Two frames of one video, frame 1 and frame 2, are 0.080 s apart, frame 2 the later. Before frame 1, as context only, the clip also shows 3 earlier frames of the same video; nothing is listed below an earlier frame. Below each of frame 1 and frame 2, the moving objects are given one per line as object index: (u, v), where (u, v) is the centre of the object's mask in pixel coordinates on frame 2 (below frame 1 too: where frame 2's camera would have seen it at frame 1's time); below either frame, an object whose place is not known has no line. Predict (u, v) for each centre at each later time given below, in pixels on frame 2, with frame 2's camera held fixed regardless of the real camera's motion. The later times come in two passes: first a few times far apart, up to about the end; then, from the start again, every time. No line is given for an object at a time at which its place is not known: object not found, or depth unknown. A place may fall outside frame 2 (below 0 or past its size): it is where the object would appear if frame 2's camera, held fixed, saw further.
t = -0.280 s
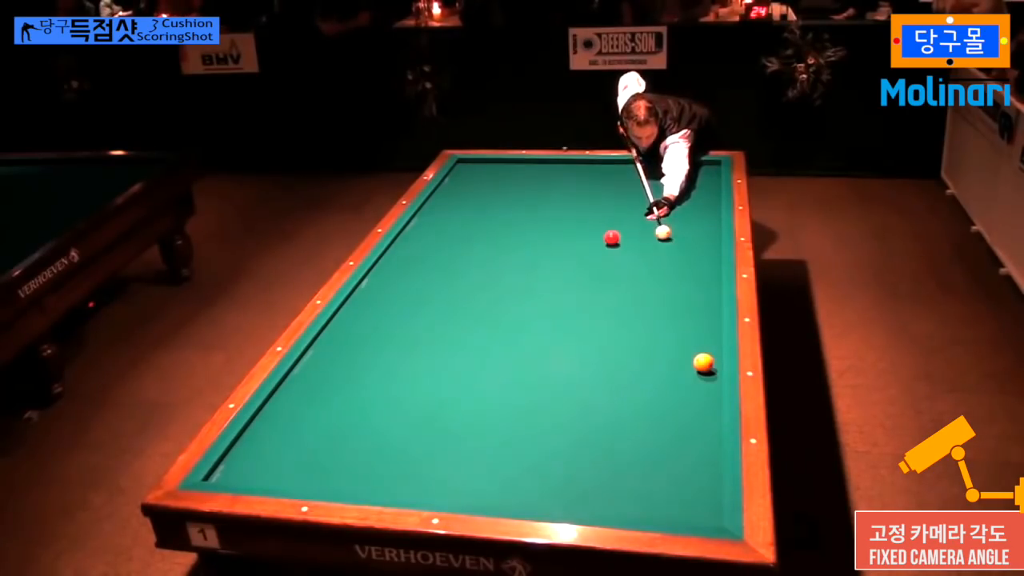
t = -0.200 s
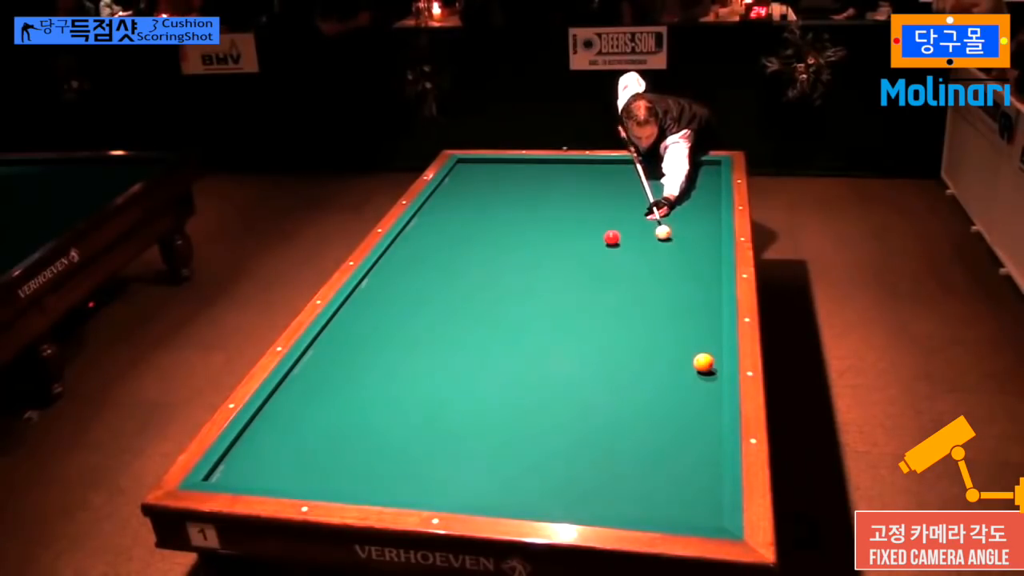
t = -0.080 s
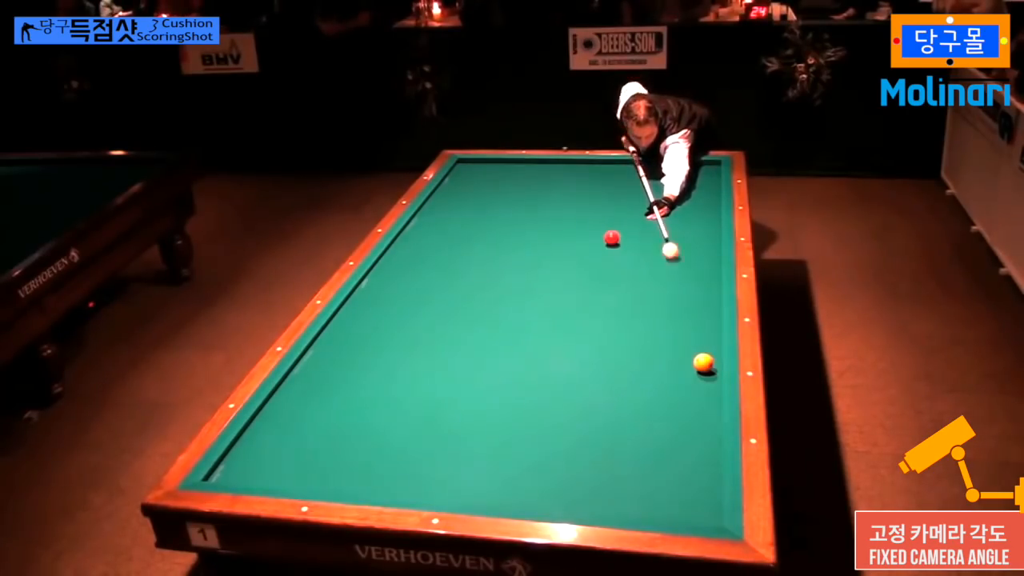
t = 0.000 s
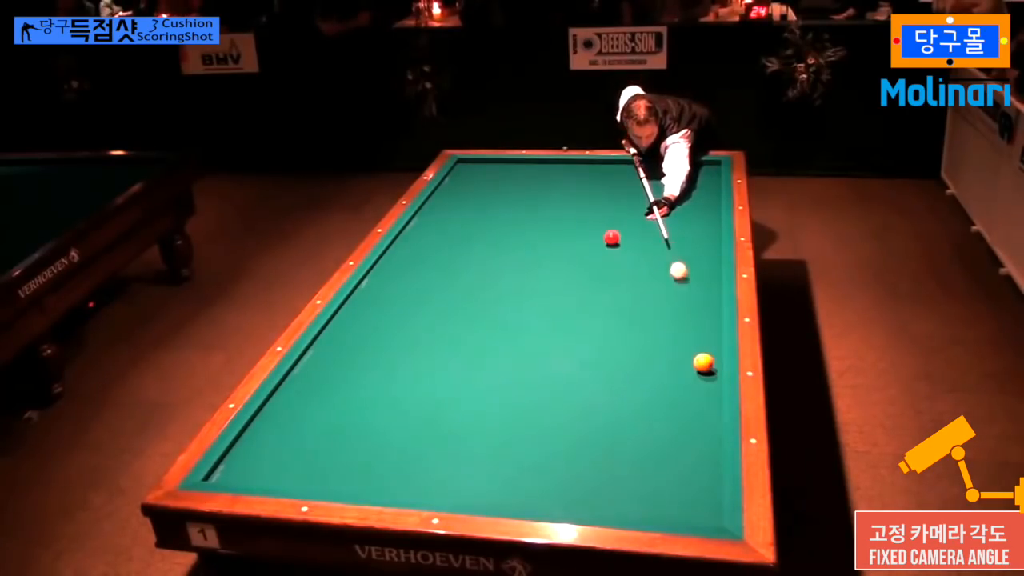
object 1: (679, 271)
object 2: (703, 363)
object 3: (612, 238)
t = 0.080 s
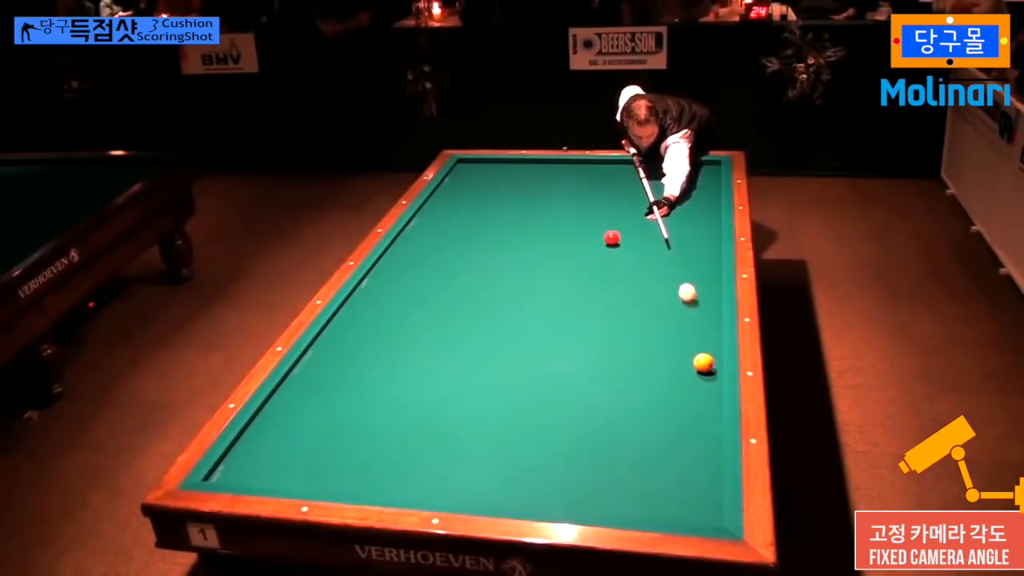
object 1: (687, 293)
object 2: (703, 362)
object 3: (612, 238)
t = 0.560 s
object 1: (630, 377)
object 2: (633, 434)
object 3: (612, 238)
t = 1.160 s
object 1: (463, 459)
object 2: (546, 454)
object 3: (612, 238)
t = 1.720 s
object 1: (341, 449)
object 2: (516, 386)
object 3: (612, 238)
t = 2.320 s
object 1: (287, 393)
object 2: (491, 332)
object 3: (612, 238)
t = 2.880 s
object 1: (367, 356)
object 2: (472, 292)
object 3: (612, 238)
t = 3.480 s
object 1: (440, 322)
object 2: (457, 258)
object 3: (612, 238)
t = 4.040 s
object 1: (496, 295)
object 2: (445, 232)
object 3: (612, 238)
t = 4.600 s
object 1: (545, 273)
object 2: (435, 211)
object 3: (612, 238)
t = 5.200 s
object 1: (590, 251)
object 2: (442, 193)
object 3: (612, 238)
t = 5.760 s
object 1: (618, 243)
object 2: (461, 180)
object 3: (619, 230)
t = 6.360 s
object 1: (639, 242)
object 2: (479, 168)
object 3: (628, 219)
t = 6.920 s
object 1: (655, 240)
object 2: (492, 161)
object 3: (635, 211)
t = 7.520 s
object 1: (668, 239)
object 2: (496, 167)
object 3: (641, 204)
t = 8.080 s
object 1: (676, 238)
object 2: (500, 171)
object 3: (646, 198)
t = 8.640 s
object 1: (681, 238)
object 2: (503, 174)
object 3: (650, 194)
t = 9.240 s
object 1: (683, 237)
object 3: (653, 190)
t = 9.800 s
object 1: (683, 237)
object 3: (655, 187)
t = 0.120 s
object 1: (692, 305)
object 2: (703, 363)
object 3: (612, 238)
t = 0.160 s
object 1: (697, 318)
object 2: (703, 363)
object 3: (612, 238)
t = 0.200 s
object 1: (702, 330)
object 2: (703, 362)
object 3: (612, 238)
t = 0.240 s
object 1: (708, 344)
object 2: (703, 362)
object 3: (612, 238)
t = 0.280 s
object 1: (713, 354)
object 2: (701, 366)
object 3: (612, 238)
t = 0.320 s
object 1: (699, 357)
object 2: (690, 375)
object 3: (612, 238)
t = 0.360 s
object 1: (687, 359)
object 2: (681, 385)
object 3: (612, 238)
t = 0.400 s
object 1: (674, 362)
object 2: (671, 395)
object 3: (612, 238)
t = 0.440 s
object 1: (663, 365)
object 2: (662, 406)
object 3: (612, 238)
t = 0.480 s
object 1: (651, 368)
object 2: (652, 415)
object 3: (612, 238)
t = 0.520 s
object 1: (640, 372)
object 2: (643, 425)
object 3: (612, 238)
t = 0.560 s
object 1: (630, 377)
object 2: (633, 434)
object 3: (612, 238)
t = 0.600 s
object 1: (619, 381)
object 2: (625, 444)
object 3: (612, 238)
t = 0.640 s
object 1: (609, 386)
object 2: (615, 453)
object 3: (612, 238)
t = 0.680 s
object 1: (599, 391)
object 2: (607, 463)
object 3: (612, 238)
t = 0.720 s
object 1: (588, 396)
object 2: (597, 472)
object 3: (612, 238)
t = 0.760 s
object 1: (577, 401)
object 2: (588, 482)
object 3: (612, 238)
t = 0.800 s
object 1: (567, 407)
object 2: (578, 493)
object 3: (612, 238)
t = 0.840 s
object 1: (556, 413)
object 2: (568, 501)
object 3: (612, 238)
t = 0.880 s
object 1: (545, 418)
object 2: (562, 501)
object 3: (612, 238)
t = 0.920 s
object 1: (533, 423)
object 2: (561, 493)
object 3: (612, 238)
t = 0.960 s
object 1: (522, 429)
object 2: (559, 485)
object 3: (612, 238)
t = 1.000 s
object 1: (511, 435)
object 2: (556, 478)
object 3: (612, 238)
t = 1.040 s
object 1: (499, 441)
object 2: (553, 471)
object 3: (612, 238)
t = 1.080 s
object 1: (487, 447)
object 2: (551, 464)
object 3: (612, 238)
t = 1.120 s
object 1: (475, 453)
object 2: (549, 459)
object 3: (612, 238)
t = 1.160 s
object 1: (463, 459)
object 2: (546, 454)
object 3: (612, 238)
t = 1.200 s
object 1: (450, 465)
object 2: (543, 448)
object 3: (612, 238)
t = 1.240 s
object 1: (438, 471)
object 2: (541, 443)
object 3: (612, 238)
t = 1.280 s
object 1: (425, 477)
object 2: (538, 438)
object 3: (612, 238)
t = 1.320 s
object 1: (412, 484)
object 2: (536, 432)
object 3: (612, 238)
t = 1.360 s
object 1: (398, 489)
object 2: (534, 427)
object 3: (612, 238)
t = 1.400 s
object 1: (390, 487)
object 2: (532, 422)
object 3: (612, 238)
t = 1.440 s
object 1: (384, 482)
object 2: (529, 417)
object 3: (612, 238)
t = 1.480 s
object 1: (378, 476)
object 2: (528, 413)
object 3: (612, 238)
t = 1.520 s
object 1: (371, 471)
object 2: (525, 408)
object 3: (612, 238)
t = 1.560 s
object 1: (365, 466)
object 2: (523, 403)
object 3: (612, 238)
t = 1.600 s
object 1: (359, 462)
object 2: (521, 399)
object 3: (612, 238)
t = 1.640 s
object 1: (353, 457)
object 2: (519, 394)
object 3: (612, 238)
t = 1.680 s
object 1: (347, 453)
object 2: (517, 390)
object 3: (612, 238)
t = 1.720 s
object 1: (341, 449)
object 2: (516, 386)
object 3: (612, 238)
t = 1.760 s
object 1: (336, 444)
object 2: (514, 382)
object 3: (612, 238)
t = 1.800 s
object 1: (331, 440)
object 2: (512, 378)
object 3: (612, 238)
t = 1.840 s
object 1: (325, 436)
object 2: (510, 374)
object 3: (612, 238)
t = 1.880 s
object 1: (320, 432)
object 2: (508, 370)
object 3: (612, 238)
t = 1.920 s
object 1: (315, 428)
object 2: (507, 366)
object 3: (612, 238)
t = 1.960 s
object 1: (310, 424)
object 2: (505, 362)
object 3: (612, 238)
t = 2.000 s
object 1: (305, 421)
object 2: (503, 359)
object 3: (612, 238)
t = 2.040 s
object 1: (300, 417)
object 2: (502, 355)
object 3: (612, 238)
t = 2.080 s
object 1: (295, 413)
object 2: (500, 352)
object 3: (612, 238)
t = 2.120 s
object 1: (290, 409)
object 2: (498, 348)
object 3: (612, 238)
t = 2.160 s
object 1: (286, 406)
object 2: (497, 345)
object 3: (612, 238)
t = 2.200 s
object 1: (281, 402)
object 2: (495, 341)
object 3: (612, 238)
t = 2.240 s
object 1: (277, 399)
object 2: (494, 338)
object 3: (612, 238)
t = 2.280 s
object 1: (280, 396)
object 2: (492, 335)
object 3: (612, 238)
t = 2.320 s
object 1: (287, 393)
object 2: (491, 332)
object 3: (612, 238)
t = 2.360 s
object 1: (293, 390)
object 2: (489, 329)
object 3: (612, 238)
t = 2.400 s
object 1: (300, 387)
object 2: (488, 326)
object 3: (612, 238)
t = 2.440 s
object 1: (306, 384)
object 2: (486, 322)
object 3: (612, 238)
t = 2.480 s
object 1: (311, 382)
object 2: (485, 320)
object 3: (612, 238)
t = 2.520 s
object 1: (317, 379)
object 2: (484, 316)
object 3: (612, 238)
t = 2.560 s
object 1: (323, 376)
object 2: (482, 314)
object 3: (612, 238)
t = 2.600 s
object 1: (329, 373)
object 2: (481, 311)
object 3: (612, 238)
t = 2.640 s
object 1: (334, 371)
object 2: (480, 308)
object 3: (612, 238)
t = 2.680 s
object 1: (340, 368)
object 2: (479, 305)
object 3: (612, 238)
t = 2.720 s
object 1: (345, 366)
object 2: (477, 302)
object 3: (612, 238)
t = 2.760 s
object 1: (351, 363)
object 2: (476, 300)
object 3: (612, 238)
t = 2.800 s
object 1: (356, 360)
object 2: (475, 297)
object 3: (612, 238)
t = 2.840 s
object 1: (362, 358)
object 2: (474, 295)
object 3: (612, 238)
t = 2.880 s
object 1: (367, 356)
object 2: (472, 292)
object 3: (612, 238)
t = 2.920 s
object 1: (372, 353)
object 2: (471, 290)
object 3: (612, 238)
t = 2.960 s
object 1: (377, 351)
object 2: (470, 287)
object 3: (612, 238)
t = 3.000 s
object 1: (382, 348)
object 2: (469, 285)
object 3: (612, 238)
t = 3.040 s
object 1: (387, 346)
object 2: (468, 282)
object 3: (612, 238)
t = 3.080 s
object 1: (392, 344)
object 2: (467, 280)
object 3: (612, 238)
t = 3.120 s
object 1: (397, 342)
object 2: (466, 278)
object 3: (612, 238)
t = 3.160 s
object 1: (402, 339)
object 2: (465, 275)
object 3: (612, 238)
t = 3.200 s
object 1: (407, 337)
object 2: (463, 273)
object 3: (612, 238)
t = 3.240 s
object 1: (412, 335)
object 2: (463, 271)
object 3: (612, 238)
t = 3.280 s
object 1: (417, 333)
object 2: (462, 269)
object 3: (612, 238)
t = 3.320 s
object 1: (421, 330)
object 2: (461, 267)
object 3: (612, 238)
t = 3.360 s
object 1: (426, 328)
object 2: (460, 265)
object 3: (612, 238)
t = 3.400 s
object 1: (431, 326)
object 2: (459, 263)
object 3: (612, 238)
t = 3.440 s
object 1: (435, 324)
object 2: (458, 260)
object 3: (612, 238)
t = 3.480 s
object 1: (440, 322)
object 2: (457, 258)
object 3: (612, 238)
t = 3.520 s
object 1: (444, 320)
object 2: (456, 256)
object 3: (612, 238)
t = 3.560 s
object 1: (448, 318)
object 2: (455, 254)
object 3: (612, 238)
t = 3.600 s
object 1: (452, 316)
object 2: (454, 252)
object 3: (612, 238)
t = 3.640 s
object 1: (457, 314)
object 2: (453, 250)
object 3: (612, 238)
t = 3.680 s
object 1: (461, 312)
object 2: (452, 248)
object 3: (612, 238)
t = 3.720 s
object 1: (465, 310)
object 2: (452, 246)
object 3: (612, 238)
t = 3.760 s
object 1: (469, 308)
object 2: (451, 245)
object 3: (612, 238)
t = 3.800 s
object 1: (473, 306)
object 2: (450, 243)
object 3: (612, 238)
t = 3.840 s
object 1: (477, 304)
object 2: (449, 241)
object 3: (612, 238)
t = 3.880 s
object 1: (481, 303)
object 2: (448, 239)
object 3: (612, 238)
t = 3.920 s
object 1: (485, 301)
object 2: (447, 238)
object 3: (612, 238)
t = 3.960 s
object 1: (489, 299)
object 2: (446, 236)
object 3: (612, 238)
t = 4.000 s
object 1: (492, 297)
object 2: (446, 234)
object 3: (612, 238)
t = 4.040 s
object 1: (496, 295)
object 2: (445, 232)
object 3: (612, 238)
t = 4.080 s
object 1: (500, 294)
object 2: (444, 231)
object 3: (612, 238)
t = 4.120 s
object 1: (503, 292)
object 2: (444, 229)
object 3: (612, 238)
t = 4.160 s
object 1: (507, 290)
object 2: (443, 227)
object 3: (612, 238)
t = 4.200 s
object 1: (511, 288)
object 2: (442, 226)
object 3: (612, 238)
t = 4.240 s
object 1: (514, 287)
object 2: (442, 224)
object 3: (612, 238)
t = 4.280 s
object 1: (518, 285)
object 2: (441, 222)
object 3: (612, 238)
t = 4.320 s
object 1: (521, 283)
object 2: (440, 221)
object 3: (612, 238)
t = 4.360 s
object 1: (525, 282)
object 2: (439, 219)
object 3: (612, 238)
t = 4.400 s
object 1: (528, 280)
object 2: (439, 218)
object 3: (612, 238)
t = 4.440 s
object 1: (532, 279)
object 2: (438, 216)
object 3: (612, 238)
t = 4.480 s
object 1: (535, 277)
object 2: (437, 215)
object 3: (612, 238)
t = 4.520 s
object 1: (538, 276)
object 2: (437, 213)
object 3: (612, 238)
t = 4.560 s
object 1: (541, 274)
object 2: (436, 212)
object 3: (612, 238)
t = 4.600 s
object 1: (545, 273)
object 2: (435, 211)
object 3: (612, 238)
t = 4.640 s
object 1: (548, 271)
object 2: (435, 209)
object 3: (612, 238)
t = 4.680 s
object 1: (551, 270)
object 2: (434, 208)
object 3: (612, 238)
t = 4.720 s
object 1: (554, 268)
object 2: (434, 207)
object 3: (612, 238)
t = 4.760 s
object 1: (557, 266)
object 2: (433, 205)
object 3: (612, 238)
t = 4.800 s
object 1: (560, 265)
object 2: (432, 204)
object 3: (612, 238)
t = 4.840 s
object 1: (564, 264)
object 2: (432, 203)
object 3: (612, 238)
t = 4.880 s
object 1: (567, 262)
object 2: (431, 201)
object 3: (612, 238)
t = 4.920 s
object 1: (569, 261)
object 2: (431, 200)
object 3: (612, 238)
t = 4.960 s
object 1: (572, 259)
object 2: (432, 199)
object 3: (612, 238)
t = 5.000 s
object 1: (575, 258)
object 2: (434, 198)
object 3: (612, 238)
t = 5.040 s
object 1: (578, 257)
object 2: (436, 197)
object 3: (612, 238)
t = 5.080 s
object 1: (581, 256)
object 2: (437, 196)
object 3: (612, 238)
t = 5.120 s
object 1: (584, 254)
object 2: (439, 195)
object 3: (612, 238)
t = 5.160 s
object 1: (587, 253)
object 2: (440, 194)
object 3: (612, 238)
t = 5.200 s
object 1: (590, 251)
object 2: (442, 193)
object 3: (612, 238)
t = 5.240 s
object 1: (592, 250)
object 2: (443, 192)
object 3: (612, 238)
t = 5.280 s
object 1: (595, 249)
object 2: (445, 191)
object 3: (612, 238)
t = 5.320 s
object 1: (598, 248)
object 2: (446, 190)
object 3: (612, 238)
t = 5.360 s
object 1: (600, 246)
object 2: (447, 189)
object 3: (613, 238)
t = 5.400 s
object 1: (603, 245)
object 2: (449, 188)
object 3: (613, 237)
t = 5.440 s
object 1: (605, 244)
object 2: (451, 187)
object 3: (614, 236)
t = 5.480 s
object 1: (607, 244)
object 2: (452, 186)
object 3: (615, 235)
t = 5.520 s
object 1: (609, 244)
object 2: (453, 185)
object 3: (616, 234)
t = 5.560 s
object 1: (610, 244)
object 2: (455, 184)
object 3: (616, 233)
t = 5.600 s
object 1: (612, 244)
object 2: (456, 184)
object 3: (616, 233)
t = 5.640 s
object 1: (614, 244)
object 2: (457, 182)
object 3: (617, 232)
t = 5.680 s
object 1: (615, 244)
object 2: (458, 182)
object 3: (618, 231)
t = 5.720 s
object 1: (617, 244)
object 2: (460, 181)
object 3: (618, 231)
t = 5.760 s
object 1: (618, 243)
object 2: (461, 180)
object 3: (619, 230)
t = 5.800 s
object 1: (620, 243)
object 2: (462, 179)
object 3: (619, 229)
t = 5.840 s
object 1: (621, 243)
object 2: (464, 178)
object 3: (620, 229)
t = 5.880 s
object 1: (623, 243)
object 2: (465, 177)
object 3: (620, 228)
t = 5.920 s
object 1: (624, 243)
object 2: (466, 177)
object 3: (621, 227)
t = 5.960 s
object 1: (626, 243)
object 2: (468, 176)
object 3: (622, 227)
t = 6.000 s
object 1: (627, 243)
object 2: (469, 175)
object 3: (622, 226)
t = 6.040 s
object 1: (629, 242)
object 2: (470, 174)
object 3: (623, 226)
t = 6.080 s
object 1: (630, 242)
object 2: (471, 173)
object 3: (624, 225)
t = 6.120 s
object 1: (631, 242)
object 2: (472, 173)
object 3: (624, 225)
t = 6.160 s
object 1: (633, 242)
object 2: (474, 172)
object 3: (625, 224)
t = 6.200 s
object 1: (634, 242)
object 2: (475, 171)
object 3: (625, 223)
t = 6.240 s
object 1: (635, 242)
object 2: (476, 170)
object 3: (626, 222)
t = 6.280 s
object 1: (637, 242)
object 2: (477, 170)
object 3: (626, 221)
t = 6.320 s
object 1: (638, 241)
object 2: (478, 169)
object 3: (627, 220)
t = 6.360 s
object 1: (639, 242)
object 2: (479, 168)
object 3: (628, 219)
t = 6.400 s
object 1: (641, 241)
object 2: (480, 168)
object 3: (628, 219)
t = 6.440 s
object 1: (642, 241)
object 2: (482, 167)
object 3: (629, 218)
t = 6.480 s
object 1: (643, 241)
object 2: (483, 166)
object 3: (629, 217)
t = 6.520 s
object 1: (644, 241)
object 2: (484, 166)
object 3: (630, 217)
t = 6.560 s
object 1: (645, 241)
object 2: (485, 165)
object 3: (630, 216)
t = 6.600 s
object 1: (647, 241)
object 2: (486, 164)
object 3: (631, 216)
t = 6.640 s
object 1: (648, 241)
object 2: (487, 163)
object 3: (632, 215)
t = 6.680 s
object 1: (649, 241)
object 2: (488, 163)
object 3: (632, 215)
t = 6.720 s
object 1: (650, 241)
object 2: (489, 162)
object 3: (632, 214)
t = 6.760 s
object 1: (651, 241)
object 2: (490, 161)
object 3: (633, 213)
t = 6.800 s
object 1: (652, 241)
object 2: (491, 161)
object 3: (633, 213)
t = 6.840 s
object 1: (653, 241)
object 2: (492, 161)
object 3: (634, 212)
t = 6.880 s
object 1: (654, 240)
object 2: (492, 161)
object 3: (634, 212)
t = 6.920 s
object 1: (655, 240)
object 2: (492, 161)
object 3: (635, 211)
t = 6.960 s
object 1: (656, 240)
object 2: (492, 162)
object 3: (635, 211)
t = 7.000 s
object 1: (657, 240)
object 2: (493, 162)
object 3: (636, 210)
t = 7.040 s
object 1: (658, 240)
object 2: (493, 162)
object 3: (636, 210)
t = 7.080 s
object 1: (659, 240)
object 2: (493, 163)
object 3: (637, 209)
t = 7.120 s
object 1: (660, 240)
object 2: (494, 163)
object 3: (637, 209)
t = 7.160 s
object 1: (661, 240)
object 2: (494, 164)
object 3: (638, 208)
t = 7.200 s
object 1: (662, 240)
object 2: (494, 164)
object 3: (638, 208)
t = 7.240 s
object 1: (662, 240)
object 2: (494, 164)
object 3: (638, 207)
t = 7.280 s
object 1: (663, 240)
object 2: (494, 165)
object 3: (639, 207)
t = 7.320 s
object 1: (664, 240)
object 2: (495, 165)
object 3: (639, 206)
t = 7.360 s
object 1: (665, 240)
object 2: (495, 165)
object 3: (640, 205)
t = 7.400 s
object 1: (666, 240)
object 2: (495, 166)
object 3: (640, 205)
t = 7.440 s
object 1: (666, 239)
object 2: (496, 166)
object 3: (640, 205)
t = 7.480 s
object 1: (667, 239)
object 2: (496, 166)
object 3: (641, 204)
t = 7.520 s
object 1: (668, 239)
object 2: (496, 167)
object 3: (641, 204)
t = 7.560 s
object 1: (669, 239)
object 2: (496, 167)
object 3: (642, 203)
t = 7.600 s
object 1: (669, 239)
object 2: (497, 167)
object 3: (642, 203)
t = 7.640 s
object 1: (670, 239)
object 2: (497, 168)
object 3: (642, 202)
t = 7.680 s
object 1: (671, 239)
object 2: (497, 168)
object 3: (643, 202)
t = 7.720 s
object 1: (671, 239)
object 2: (498, 168)
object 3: (643, 201)
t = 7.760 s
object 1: (672, 239)
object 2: (498, 168)
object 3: (643, 201)
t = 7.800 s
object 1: (673, 239)
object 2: (498, 169)
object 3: (644, 201)
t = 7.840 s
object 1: (673, 239)
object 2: (498, 169)
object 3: (644, 200)
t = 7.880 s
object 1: (674, 239)
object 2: (499, 169)
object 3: (644, 200)
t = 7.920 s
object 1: (674, 239)
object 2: (499, 170)
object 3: (645, 199)
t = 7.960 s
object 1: (675, 239)
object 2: (499, 170)
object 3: (645, 199)
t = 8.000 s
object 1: (675, 239)
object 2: (499, 170)
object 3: (645, 199)
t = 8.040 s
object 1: (676, 239)
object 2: (500, 170)
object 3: (646, 198)
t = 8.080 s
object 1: (676, 238)
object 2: (500, 171)
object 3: (646, 198)
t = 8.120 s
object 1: (677, 238)
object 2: (500, 171)
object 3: (646, 198)
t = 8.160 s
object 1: (677, 238)
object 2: (500, 171)
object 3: (647, 197)
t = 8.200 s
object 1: (678, 238)
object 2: (501, 172)
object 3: (647, 197)
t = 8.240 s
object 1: (678, 238)
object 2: (501, 172)
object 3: (647, 197)
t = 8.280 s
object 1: (678, 238)
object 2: (501, 172)
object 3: (647, 197)
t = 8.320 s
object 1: (679, 238)
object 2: (501, 172)
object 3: (648, 196)
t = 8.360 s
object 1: (679, 238)
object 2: (501, 173)
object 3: (648, 196)
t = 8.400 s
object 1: (680, 238)
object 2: (502, 173)
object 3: (648, 196)
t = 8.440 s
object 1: (680, 238)
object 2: (502, 173)
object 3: (648, 195)
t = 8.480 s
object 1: (680, 238)
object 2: (502, 173)
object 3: (649, 195)
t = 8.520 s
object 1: (680, 238)
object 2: (502, 174)
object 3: (649, 195)
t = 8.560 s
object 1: (681, 238)
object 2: (502, 174)
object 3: (649, 194)
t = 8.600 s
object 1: (681, 238)
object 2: (503, 174)
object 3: (649, 194)
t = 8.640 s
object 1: (681, 238)
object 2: (503, 174)
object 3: (650, 194)
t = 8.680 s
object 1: (681, 238)
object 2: (503, 174)
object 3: (650, 193)
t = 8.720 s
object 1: (682, 238)
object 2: (503, 175)
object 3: (650, 193)
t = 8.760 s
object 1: (682, 237)
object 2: (503, 175)
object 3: (651, 193)
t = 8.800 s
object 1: (682, 237)
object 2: (503, 175)
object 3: (651, 193)
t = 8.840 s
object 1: (682, 237)
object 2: (504, 175)
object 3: (651, 192)
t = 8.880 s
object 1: (682, 237)
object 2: (504, 175)
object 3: (651, 192)
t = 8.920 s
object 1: (683, 237)
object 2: (504, 176)
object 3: (651, 192)
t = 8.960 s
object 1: (683, 237)
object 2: (504, 176)
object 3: (652, 192)
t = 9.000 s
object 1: (683, 237)
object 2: (504, 176)
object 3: (652, 192)
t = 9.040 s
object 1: (683, 237)
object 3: (652, 191)
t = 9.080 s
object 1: (683, 237)
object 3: (652, 191)
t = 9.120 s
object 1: (683, 237)
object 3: (652, 191)
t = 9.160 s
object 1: (683, 237)
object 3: (652, 191)
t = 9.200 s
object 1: (683, 237)
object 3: (653, 190)
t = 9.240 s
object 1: (683, 237)
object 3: (653, 190)
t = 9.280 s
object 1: (683, 237)
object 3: (653, 190)
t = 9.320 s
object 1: (683, 237)
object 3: (653, 189)
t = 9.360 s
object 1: (683, 237)
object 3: (653, 189)
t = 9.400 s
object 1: (683, 237)
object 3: (653, 189)
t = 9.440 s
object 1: (683, 237)
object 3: (653, 189)
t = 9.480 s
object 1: (683, 237)
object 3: (654, 189)
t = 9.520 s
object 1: (683, 237)
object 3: (654, 189)
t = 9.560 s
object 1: (683, 237)
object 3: (654, 188)
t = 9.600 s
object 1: (683, 237)
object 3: (654, 188)
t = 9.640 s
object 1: (683, 237)
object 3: (654, 188)
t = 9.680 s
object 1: (683, 237)
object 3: (654, 188)
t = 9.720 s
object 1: (683, 237)
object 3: (654, 188)
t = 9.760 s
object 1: (683, 237)
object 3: (654, 187)
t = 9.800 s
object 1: (683, 237)
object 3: (655, 187)
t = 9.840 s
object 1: (683, 237)
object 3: (655, 187)
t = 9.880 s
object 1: (683, 237)
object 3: (655, 187)
